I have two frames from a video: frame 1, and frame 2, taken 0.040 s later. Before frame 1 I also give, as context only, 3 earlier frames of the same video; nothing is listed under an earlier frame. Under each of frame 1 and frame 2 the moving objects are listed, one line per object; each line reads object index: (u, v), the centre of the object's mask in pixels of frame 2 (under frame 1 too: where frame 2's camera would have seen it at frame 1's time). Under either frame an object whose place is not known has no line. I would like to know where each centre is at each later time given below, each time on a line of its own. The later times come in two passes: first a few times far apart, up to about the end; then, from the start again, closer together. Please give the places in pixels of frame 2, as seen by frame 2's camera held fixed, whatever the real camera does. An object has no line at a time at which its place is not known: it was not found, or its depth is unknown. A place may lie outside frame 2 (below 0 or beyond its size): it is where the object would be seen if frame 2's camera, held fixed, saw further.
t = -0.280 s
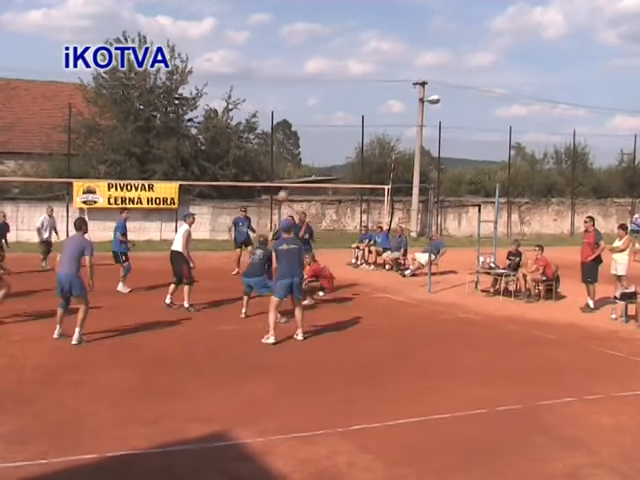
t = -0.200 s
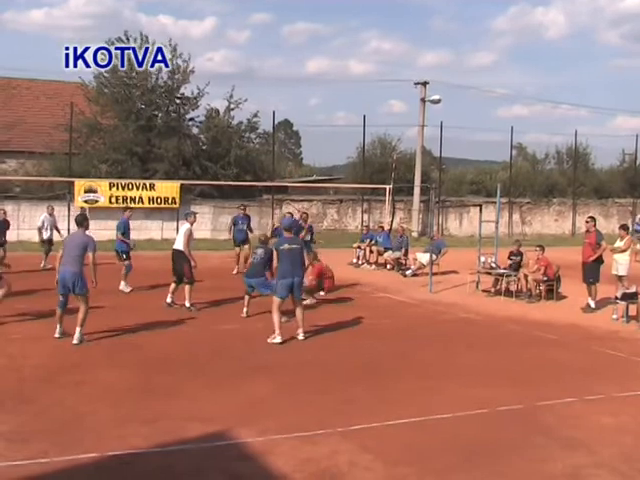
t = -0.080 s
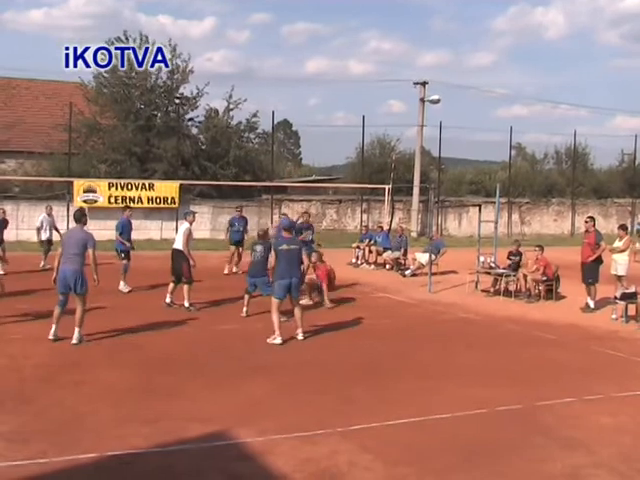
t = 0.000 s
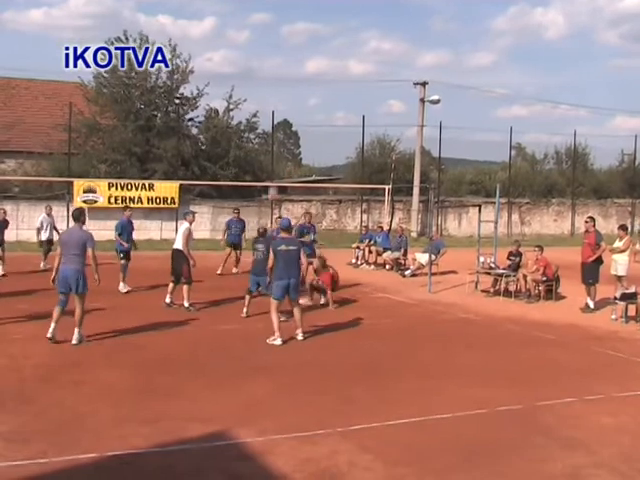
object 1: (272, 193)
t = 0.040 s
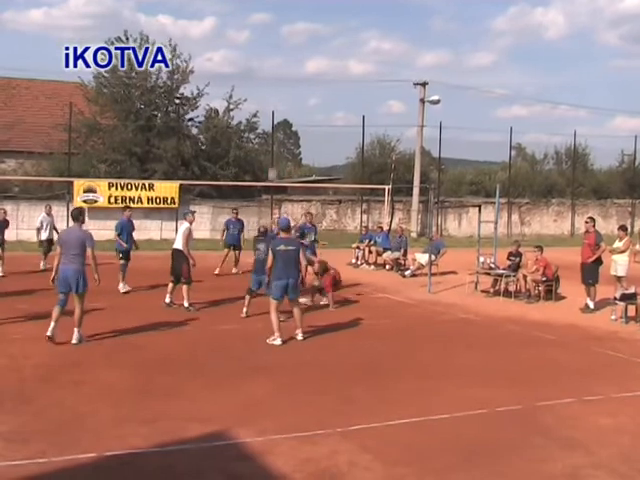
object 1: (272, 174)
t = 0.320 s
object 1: (274, 76)
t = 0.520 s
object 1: (273, 31)
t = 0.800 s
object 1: (271, 7)
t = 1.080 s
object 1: (268, 24)
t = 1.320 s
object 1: (265, 72)
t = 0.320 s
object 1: (274, 76)
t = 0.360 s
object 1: (274, 64)
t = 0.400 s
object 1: (274, 55)
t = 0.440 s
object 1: (274, 46)
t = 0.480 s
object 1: (274, 38)
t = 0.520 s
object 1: (273, 31)
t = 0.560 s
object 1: (274, 25)
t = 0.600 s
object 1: (273, 20)
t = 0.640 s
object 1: (273, 16)
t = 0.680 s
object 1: (272, 12)
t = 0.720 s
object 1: (272, 9)
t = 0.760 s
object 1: (271, 8)
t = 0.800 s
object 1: (271, 7)
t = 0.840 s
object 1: (271, 7)
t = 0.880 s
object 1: (270, 7)
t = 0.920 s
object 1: (270, 9)
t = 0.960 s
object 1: (269, 11)
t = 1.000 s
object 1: (269, 15)
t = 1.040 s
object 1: (268, 18)
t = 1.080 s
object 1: (268, 24)
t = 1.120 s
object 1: (267, 29)
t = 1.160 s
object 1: (267, 36)
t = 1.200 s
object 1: (266, 43)
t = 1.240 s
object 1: (266, 52)
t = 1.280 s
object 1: (265, 62)
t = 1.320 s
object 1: (265, 72)
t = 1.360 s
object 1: (264, 82)
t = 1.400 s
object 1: (263, 94)
